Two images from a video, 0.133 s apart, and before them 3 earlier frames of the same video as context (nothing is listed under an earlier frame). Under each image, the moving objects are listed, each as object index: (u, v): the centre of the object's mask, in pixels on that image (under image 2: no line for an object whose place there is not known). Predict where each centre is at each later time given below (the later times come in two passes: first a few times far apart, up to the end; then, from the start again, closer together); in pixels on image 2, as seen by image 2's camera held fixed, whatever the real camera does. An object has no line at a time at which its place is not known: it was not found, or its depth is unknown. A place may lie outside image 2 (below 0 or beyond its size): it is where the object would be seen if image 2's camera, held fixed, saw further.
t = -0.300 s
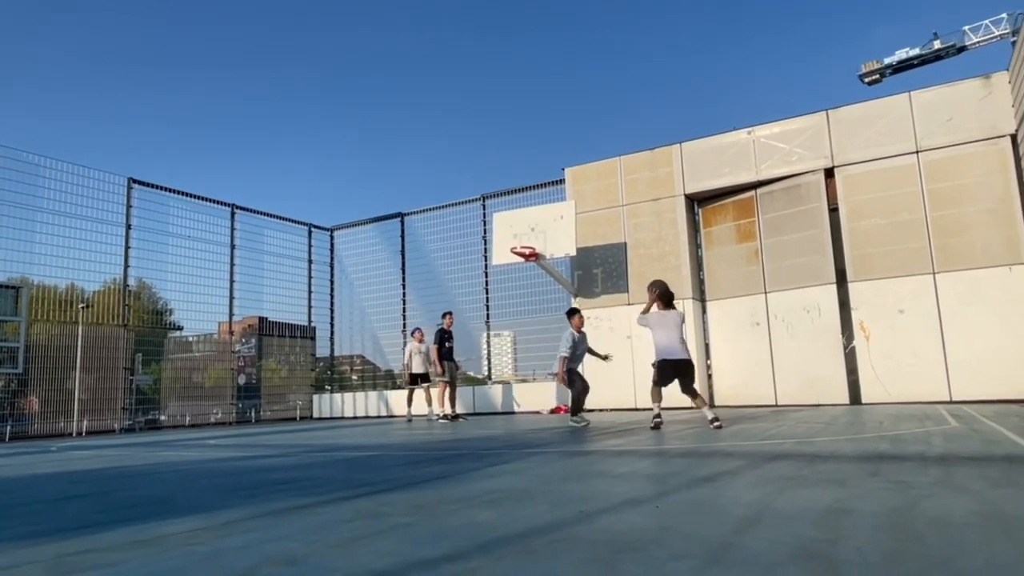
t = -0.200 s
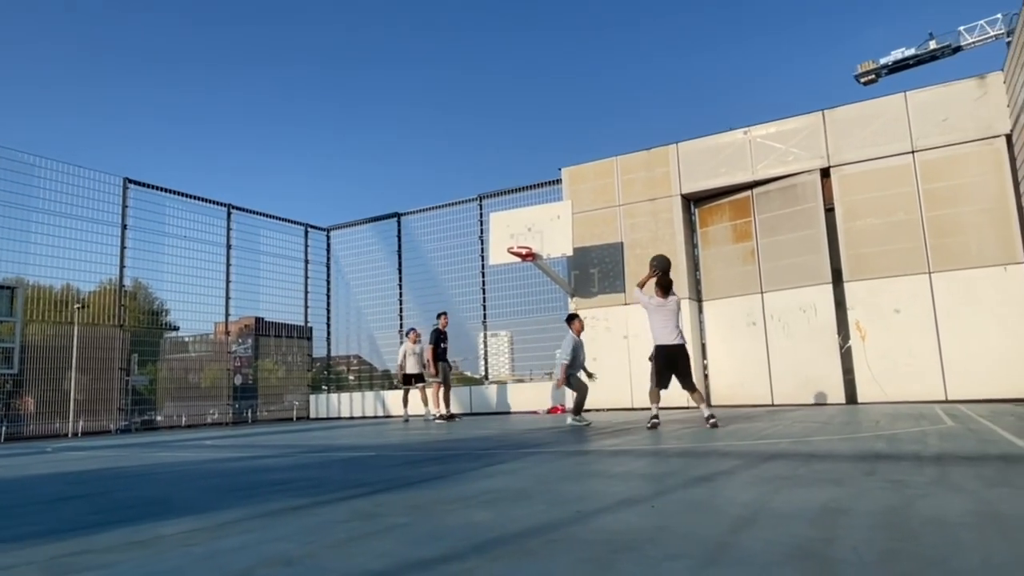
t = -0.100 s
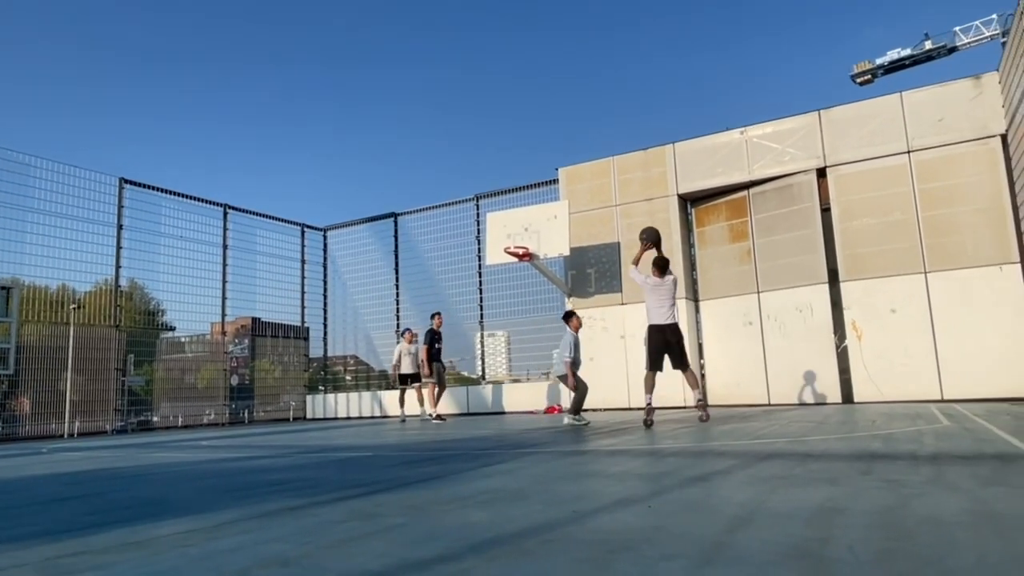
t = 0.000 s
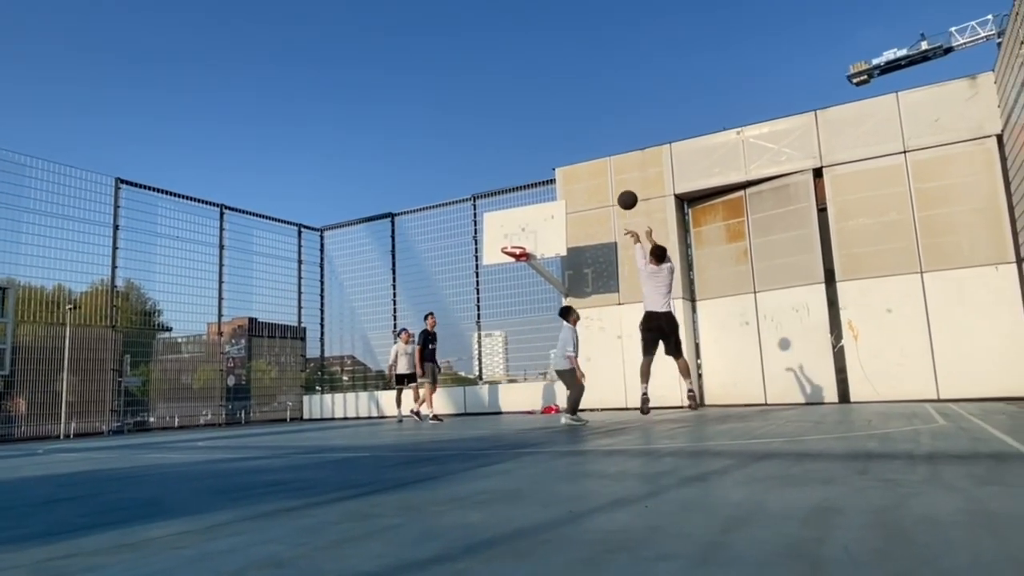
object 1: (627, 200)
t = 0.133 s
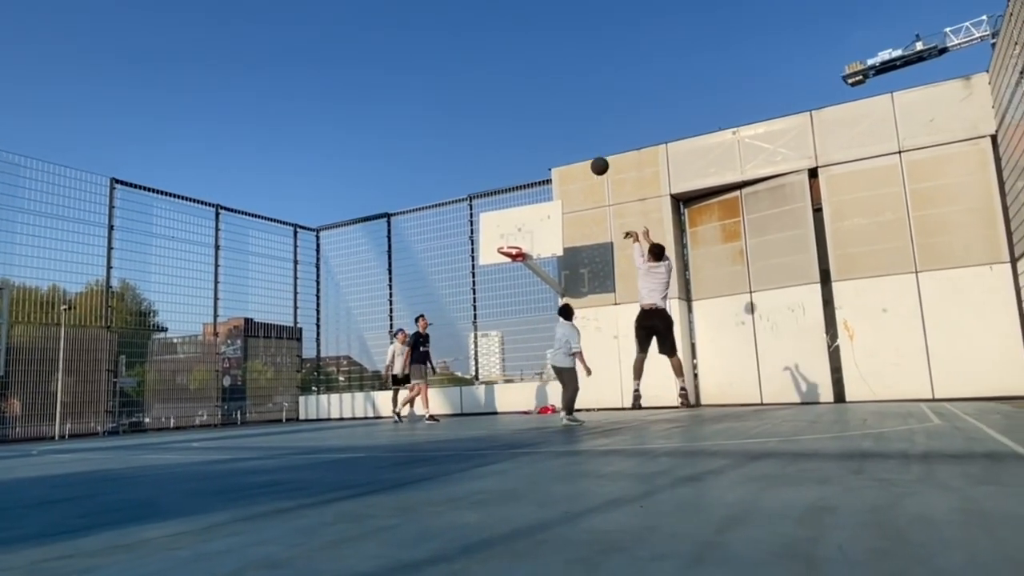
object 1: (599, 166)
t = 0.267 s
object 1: (579, 149)
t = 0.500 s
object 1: (551, 149)
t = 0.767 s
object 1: (526, 183)
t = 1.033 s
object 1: (508, 243)
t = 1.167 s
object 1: (508, 262)
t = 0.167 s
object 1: (594, 160)
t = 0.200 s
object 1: (589, 156)
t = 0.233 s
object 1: (584, 152)
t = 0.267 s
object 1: (579, 149)
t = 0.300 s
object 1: (575, 147)
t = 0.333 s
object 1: (570, 145)
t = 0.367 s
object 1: (566, 145)
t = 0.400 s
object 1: (562, 145)
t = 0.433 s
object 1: (558, 146)
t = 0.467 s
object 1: (554, 147)
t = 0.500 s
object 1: (551, 149)
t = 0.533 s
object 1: (547, 152)
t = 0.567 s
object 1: (544, 154)
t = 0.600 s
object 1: (541, 158)
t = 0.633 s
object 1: (537, 162)
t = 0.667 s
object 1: (534, 166)
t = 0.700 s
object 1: (531, 172)
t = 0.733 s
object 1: (529, 177)
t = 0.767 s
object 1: (526, 183)
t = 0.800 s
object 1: (524, 189)
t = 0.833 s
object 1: (521, 196)
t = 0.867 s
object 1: (518, 204)
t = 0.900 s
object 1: (516, 211)
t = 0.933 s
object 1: (514, 220)
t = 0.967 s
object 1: (512, 228)
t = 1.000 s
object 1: (510, 237)
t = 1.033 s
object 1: (508, 243)
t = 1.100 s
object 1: (508, 253)
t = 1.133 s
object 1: (507, 257)
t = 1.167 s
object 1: (508, 262)
